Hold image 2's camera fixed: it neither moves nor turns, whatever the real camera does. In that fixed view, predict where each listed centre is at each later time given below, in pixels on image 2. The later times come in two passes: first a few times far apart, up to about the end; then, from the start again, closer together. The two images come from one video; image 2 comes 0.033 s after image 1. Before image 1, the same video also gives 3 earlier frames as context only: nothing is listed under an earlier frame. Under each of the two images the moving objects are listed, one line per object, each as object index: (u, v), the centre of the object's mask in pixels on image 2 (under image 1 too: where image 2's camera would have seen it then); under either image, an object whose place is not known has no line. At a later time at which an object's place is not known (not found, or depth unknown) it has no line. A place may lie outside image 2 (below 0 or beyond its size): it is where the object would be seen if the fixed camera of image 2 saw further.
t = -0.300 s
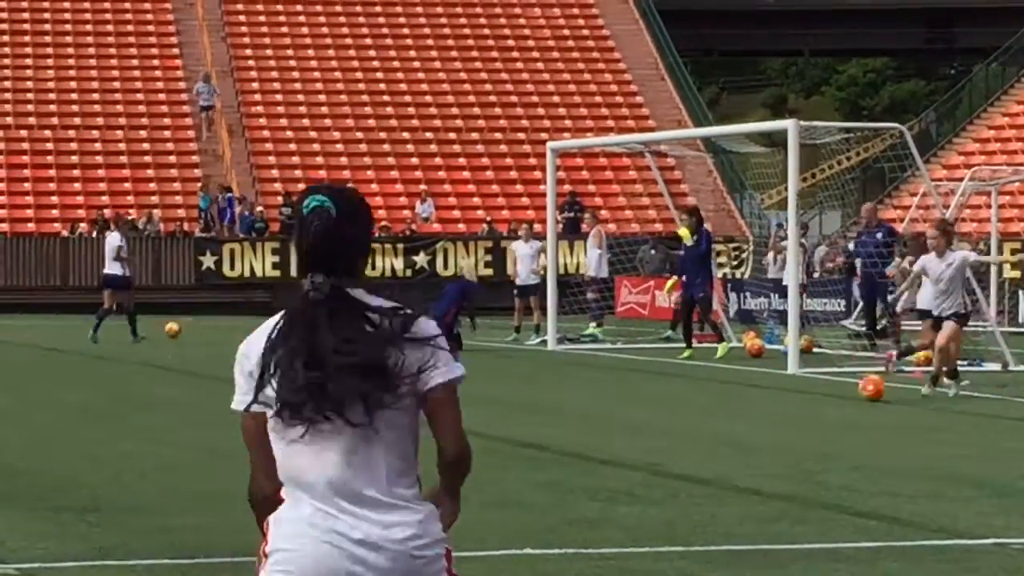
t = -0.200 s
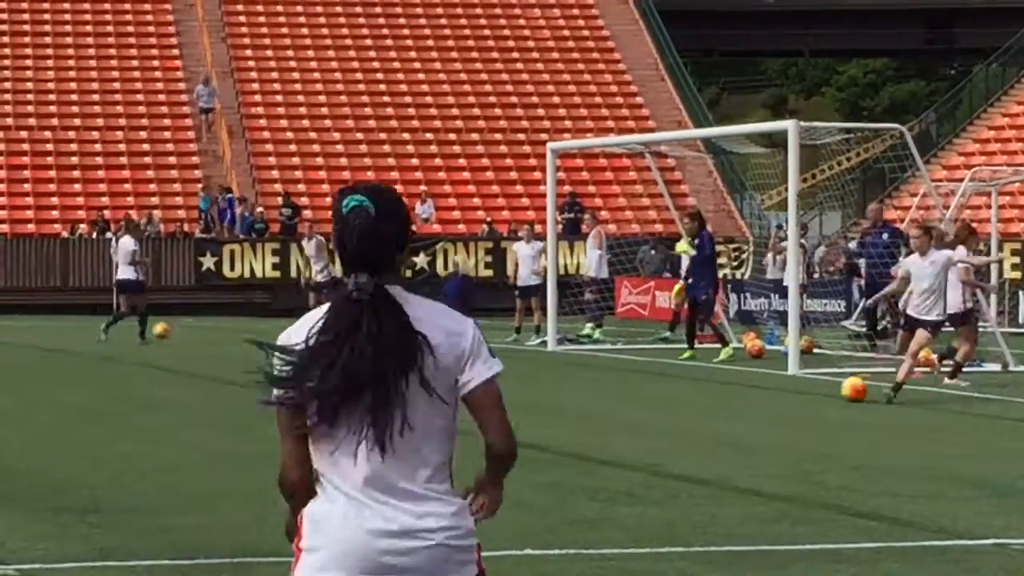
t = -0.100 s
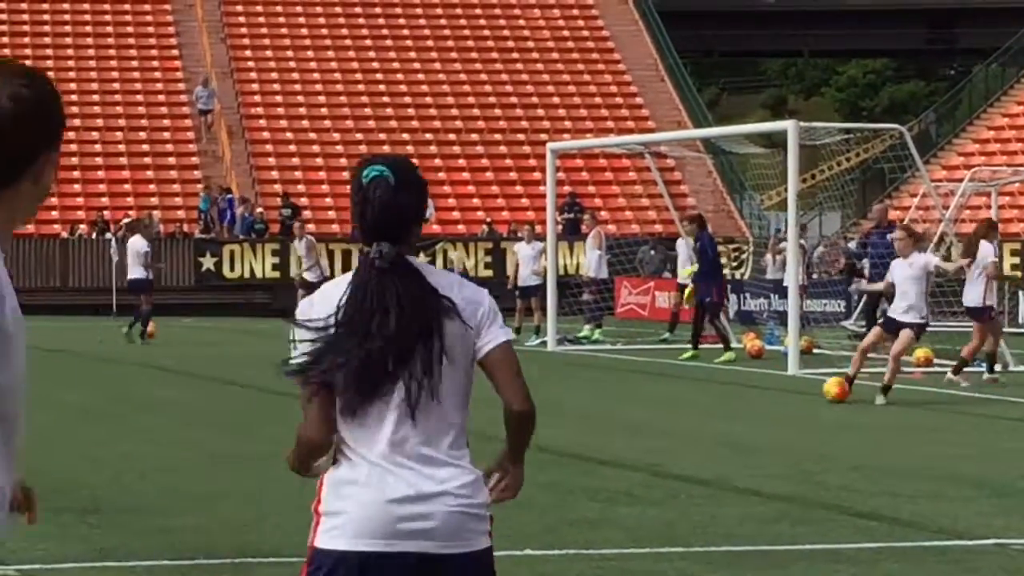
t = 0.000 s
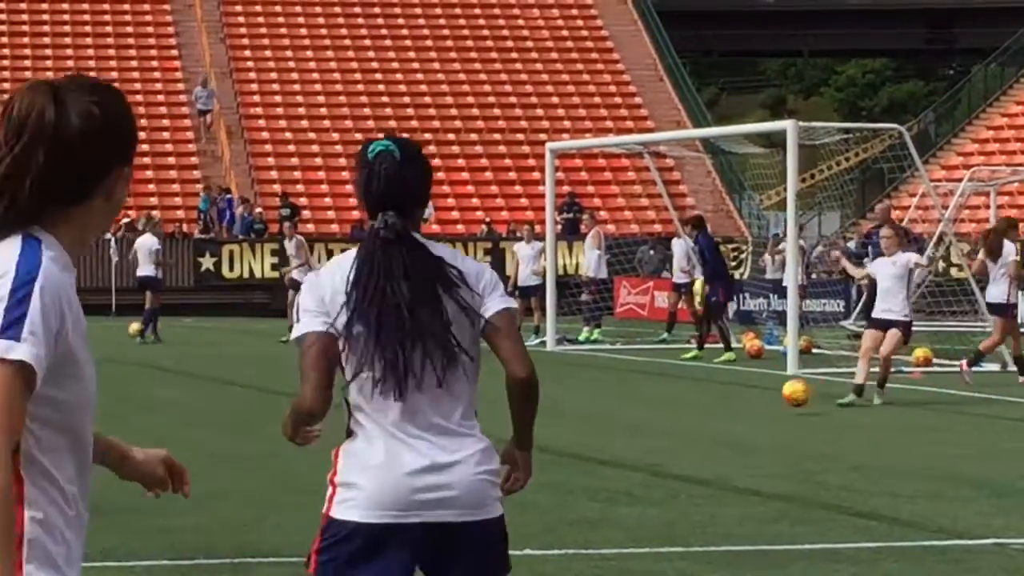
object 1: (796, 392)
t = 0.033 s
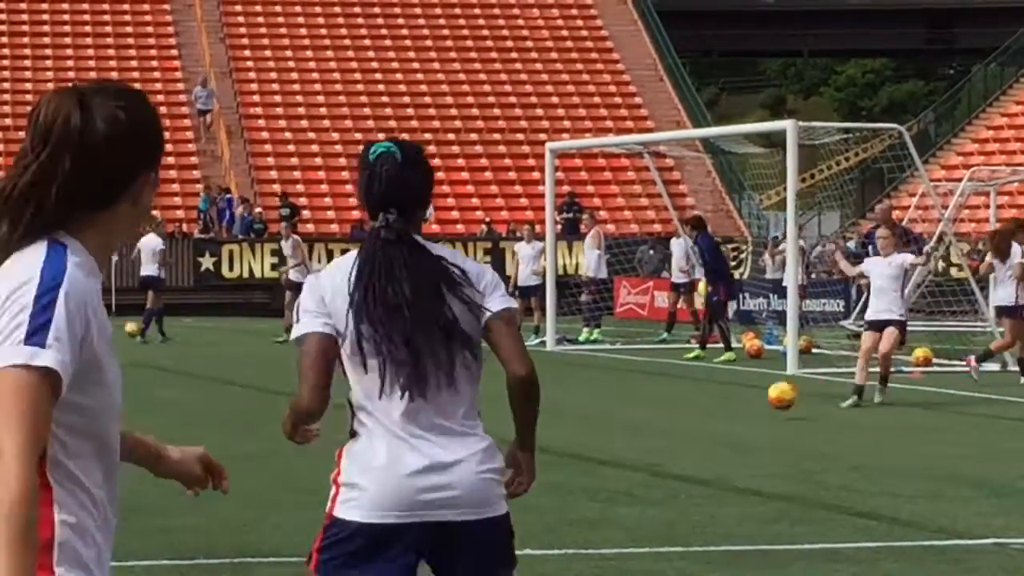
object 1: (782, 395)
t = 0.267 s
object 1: (679, 435)
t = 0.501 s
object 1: (568, 463)
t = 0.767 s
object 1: (398, 543)
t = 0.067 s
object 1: (767, 399)
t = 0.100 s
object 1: (753, 405)
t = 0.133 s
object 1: (738, 411)
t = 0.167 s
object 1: (723, 420)
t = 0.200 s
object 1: (709, 429)
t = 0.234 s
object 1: (694, 435)
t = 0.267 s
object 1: (679, 435)
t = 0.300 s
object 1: (664, 438)
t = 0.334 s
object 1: (649, 444)
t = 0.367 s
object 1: (633, 453)
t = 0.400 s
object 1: (616, 466)
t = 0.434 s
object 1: (600, 471)
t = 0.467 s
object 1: (584, 466)
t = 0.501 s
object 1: (568, 463)
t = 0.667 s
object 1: (455, 509)
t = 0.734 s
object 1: (405, 537)
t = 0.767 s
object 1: (398, 543)
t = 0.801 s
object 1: (374, 549)
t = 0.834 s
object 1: (350, 555)
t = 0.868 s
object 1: (325, 563)
